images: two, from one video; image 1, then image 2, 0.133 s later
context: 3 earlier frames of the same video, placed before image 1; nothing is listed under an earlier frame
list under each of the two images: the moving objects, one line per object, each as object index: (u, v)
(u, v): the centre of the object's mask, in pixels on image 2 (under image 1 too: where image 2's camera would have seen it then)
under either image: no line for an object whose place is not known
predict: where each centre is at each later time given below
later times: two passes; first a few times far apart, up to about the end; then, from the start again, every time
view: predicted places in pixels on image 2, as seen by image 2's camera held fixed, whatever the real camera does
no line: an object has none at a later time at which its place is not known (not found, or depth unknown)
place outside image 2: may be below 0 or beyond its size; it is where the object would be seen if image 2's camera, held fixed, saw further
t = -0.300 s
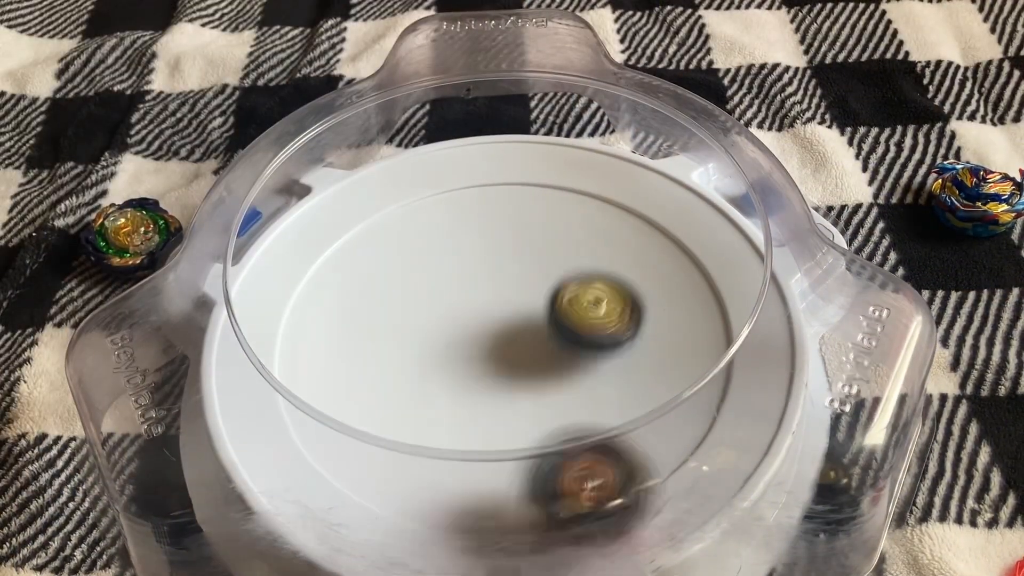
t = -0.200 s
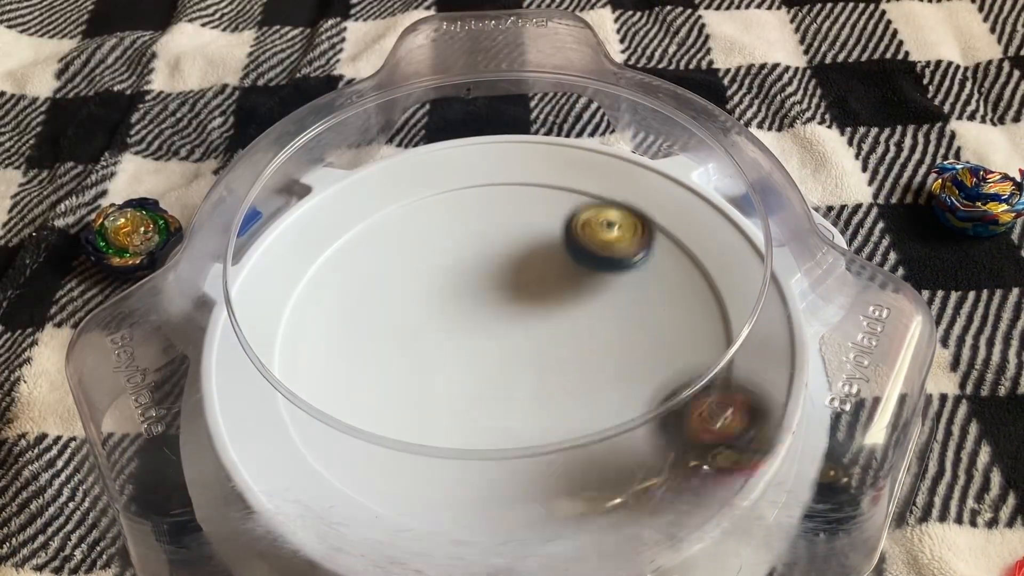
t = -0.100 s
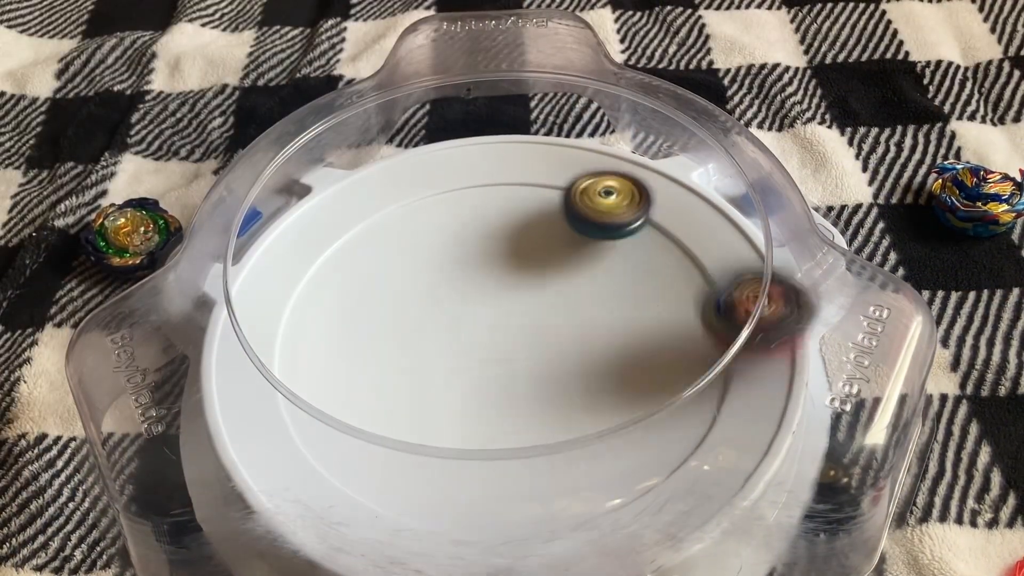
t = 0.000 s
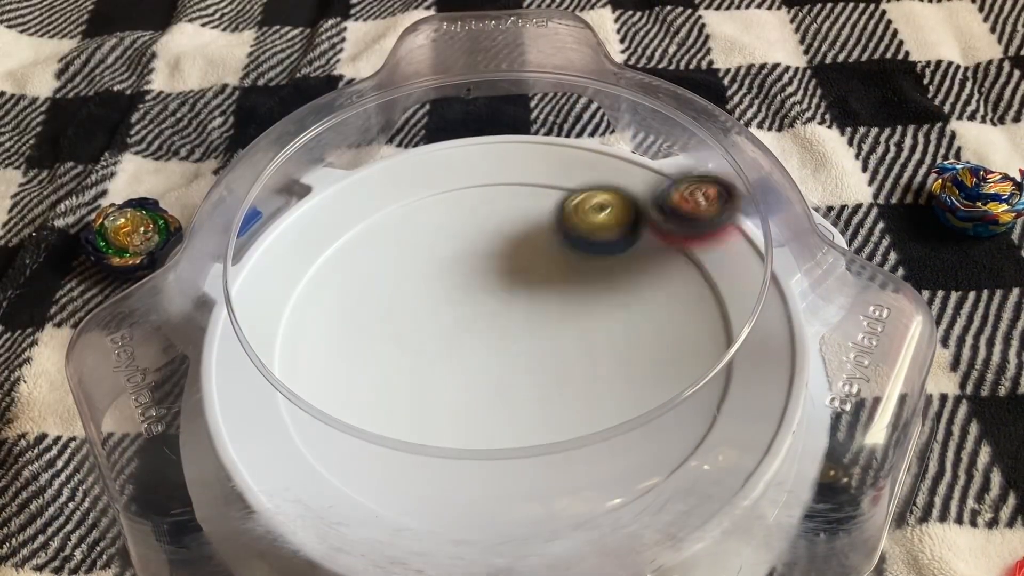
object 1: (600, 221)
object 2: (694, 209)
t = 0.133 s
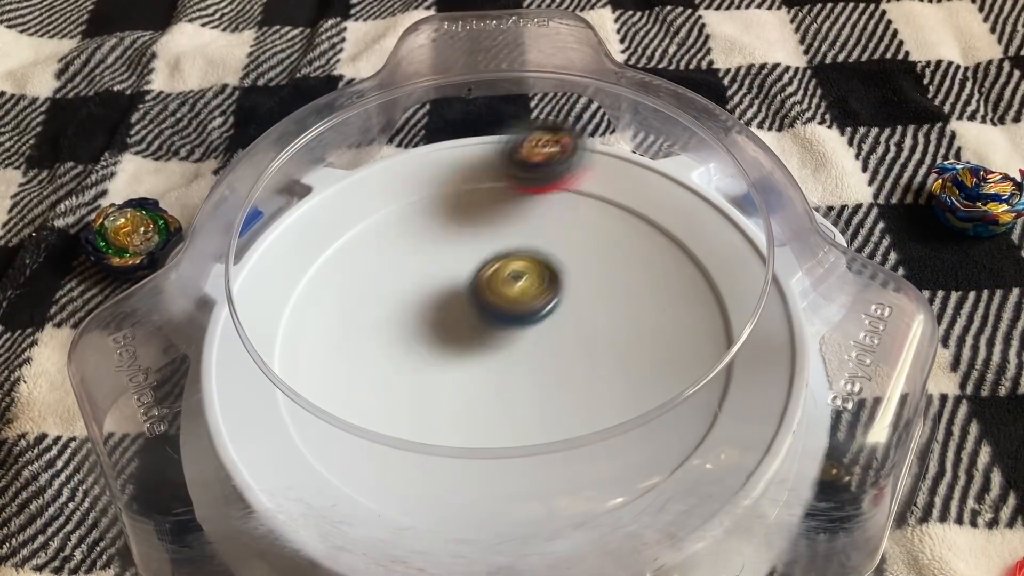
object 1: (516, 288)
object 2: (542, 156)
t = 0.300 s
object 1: (422, 377)
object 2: (300, 266)
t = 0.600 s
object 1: (627, 299)
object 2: (452, 458)
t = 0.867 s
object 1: (540, 232)
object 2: (483, 428)
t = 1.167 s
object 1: (477, 143)
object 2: (382, 509)
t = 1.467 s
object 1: (533, 147)
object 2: (534, 441)
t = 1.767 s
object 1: (539, 213)
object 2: (394, 286)
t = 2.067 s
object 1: (495, 292)
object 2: (380, 447)
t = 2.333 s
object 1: (439, 329)
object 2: (592, 292)
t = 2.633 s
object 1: (401, 352)
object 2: (378, 208)
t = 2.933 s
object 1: (492, 399)
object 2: (365, 413)
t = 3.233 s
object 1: (773, 317)
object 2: (498, 343)
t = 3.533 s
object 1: (737, 363)
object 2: (338, 257)
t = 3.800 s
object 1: (561, 379)
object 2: (429, 391)
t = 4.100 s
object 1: (651, 282)
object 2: (384, 372)
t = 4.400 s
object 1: (587, 274)
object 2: (418, 295)
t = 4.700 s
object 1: (521, 247)
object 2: (413, 315)
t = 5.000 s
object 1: (505, 235)
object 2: (578, 318)
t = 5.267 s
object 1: (429, 259)
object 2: (531, 227)
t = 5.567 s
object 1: (357, 326)
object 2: (565, 313)
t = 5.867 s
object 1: (375, 381)
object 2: (620, 280)
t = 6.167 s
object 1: (431, 433)
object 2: (517, 366)
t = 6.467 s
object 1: (510, 415)
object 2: (545, 311)
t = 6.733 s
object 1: (586, 367)
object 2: (424, 375)
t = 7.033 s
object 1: (626, 293)
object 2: (549, 380)
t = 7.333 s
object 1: (604, 246)
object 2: (440, 377)
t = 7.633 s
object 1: (506, 259)
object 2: (473, 370)
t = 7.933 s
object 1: (407, 235)
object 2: (496, 353)
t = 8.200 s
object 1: (386, 294)
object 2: (487, 317)
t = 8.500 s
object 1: (371, 383)
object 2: (510, 320)
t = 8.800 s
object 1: (470, 433)
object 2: (514, 319)
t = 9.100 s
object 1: (579, 409)
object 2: (506, 342)
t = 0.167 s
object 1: (495, 309)
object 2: (490, 157)
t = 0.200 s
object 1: (474, 328)
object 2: (438, 172)
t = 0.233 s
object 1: (455, 346)
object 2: (383, 188)
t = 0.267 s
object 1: (438, 362)
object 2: (337, 223)
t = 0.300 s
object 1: (422, 377)
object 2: (300, 266)
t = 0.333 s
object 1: (409, 390)
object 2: (286, 321)
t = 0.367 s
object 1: (401, 396)
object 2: (294, 372)
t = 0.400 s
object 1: (433, 402)
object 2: (290, 429)
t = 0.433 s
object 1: (465, 399)
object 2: (309, 485)
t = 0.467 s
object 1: (496, 395)
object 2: (355, 488)
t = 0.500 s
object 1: (523, 391)
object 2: (399, 471)
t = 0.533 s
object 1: (546, 382)
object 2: (450, 452)
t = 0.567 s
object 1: (573, 361)
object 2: (468, 442)
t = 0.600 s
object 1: (627, 299)
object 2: (452, 458)
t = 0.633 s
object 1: (671, 240)
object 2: (444, 468)
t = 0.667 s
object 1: (694, 186)
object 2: (441, 478)
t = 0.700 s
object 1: (674, 174)
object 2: (446, 481)
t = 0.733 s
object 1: (650, 177)
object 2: (455, 482)
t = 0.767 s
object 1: (625, 194)
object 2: (464, 478)
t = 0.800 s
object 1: (596, 204)
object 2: (474, 466)
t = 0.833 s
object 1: (568, 216)
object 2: (481, 449)
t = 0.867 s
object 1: (540, 232)
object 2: (483, 428)
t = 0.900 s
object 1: (513, 247)
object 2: (477, 409)
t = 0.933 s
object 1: (490, 262)
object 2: (466, 390)
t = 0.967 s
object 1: (467, 278)
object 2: (452, 370)
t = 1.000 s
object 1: (454, 262)
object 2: (433, 382)
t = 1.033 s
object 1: (451, 222)
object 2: (410, 408)
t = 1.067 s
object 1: (450, 195)
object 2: (384, 447)
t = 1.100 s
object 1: (454, 165)
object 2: (373, 471)
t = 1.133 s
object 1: (467, 146)
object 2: (375, 488)
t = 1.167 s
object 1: (477, 143)
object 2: (382, 509)
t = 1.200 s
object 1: (487, 138)
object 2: (399, 509)
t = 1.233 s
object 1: (495, 131)
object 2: (416, 507)
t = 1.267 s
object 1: (503, 131)
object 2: (427, 509)
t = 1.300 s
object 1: (511, 131)
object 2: (439, 511)
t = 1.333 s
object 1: (517, 131)
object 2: (454, 506)
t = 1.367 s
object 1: (523, 132)
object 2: (470, 502)
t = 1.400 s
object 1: (527, 136)
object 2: (487, 487)
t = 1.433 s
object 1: (531, 141)
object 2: (513, 467)
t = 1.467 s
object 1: (533, 147)
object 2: (534, 441)
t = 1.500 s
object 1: (535, 153)
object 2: (543, 409)
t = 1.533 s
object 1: (536, 163)
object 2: (547, 380)
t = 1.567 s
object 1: (537, 179)
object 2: (544, 350)
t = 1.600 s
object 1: (537, 195)
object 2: (532, 321)
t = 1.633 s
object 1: (536, 209)
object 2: (517, 294)
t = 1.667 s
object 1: (538, 209)
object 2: (491, 288)
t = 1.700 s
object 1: (540, 208)
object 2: (461, 286)
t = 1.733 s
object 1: (540, 208)
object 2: (427, 285)
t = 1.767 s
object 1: (539, 213)
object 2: (394, 286)
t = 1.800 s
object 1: (537, 219)
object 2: (358, 289)
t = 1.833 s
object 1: (534, 226)
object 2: (327, 300)
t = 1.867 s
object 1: (530, 233)
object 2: (292, 315)
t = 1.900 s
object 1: (526, 243)
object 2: (287, 329)
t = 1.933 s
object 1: (520, 254)
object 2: (286, 355)
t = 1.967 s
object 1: (515, 265)
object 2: (301, 382)
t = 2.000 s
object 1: (508, 275)
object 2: (318, 408)
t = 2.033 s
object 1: (502, 284)
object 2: (343, 430)
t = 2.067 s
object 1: (495, 292)
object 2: (380, 447)
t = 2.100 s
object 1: (488, 299)
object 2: (423, 453)
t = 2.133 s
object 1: (482, 304)
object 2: (467, 449)
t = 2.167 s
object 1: (475, 310)
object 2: (507, 434)
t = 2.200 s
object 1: (467, 314)
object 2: (539, 409)
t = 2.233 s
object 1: (460, 319)
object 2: (564, 386)
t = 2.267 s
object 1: (452, 323)
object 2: (582, 356)
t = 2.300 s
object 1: (446, 326)
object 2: (591, 325)
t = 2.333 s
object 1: (439, 329)
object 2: (592, 292)
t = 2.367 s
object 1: (431, 332)
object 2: (583, 261)
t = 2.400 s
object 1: (426, 334)
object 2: (571, 236)
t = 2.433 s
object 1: (420, 337)
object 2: (553, 210)
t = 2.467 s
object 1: (416, 339)
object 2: (530, 191)
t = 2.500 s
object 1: (412, 341)
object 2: (501, 174)
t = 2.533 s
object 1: (409, 345)
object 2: (469, 160)
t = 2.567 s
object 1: (406, 347)
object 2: (439, 171)
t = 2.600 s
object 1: (403, 349)
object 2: (410, 194)
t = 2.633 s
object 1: (401, 352)
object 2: (378, 208)
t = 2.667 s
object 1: (400, 354)
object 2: (348, 223)
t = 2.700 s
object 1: (399, 356)
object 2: (322, 246)
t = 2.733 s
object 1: (398, 359)
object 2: (307, 276)
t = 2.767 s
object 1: (400, 362)
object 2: (304, 307)
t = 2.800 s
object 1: (419, 374)
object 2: (295, 331)
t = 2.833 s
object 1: (439, 381)
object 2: (299, 348)
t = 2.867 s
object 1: (459, 387)
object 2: (305, 374)
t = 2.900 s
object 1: (478, 394)
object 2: (328, 398)
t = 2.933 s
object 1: (492, 399)
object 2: (365, 413)
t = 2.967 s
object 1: (521, 398)
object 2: (394, 424)
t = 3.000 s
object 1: (577, 387)
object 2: (395, 435)
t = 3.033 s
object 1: (624, 373)
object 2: (408, 439)
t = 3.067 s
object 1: (664, 358)
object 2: (431, 436)
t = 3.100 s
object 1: (704, 347)
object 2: (457, 418)
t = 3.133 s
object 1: (738, 336)
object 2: (476, 409)
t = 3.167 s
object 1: (754, 327)
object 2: (489, 390)
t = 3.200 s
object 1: (765, 323)
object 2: (497, 367)
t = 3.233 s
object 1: (773, 317)
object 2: (498, 343)
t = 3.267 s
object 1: (779, 315)
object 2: (492, 318)
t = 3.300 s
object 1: (781, 317)
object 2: (482, 297)
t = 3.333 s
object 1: (780, 321)
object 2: (469, 279)
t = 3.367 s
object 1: (778, 326)
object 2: (452, 265)
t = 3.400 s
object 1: (772, 332)
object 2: (431, 257)
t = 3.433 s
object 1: (765, 340)
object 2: (409, 250)
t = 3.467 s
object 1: (757, 348)
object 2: (386, 248)
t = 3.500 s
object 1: (748, 356)
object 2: (362, 250)
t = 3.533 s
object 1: (737, 363)
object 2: (338, 257)
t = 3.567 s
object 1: (723, 370)
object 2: (318, 270)
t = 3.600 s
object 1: (705, 378)
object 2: (304, 288)
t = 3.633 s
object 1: (683, 387)
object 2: (300, 309)
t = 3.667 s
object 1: (659, 386)
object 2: (307, 332)
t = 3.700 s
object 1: (633, 384)
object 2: (327, 354)
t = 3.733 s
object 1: (610, 388)
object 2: (356, 373)
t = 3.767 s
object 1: (585, 385)
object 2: (389, 385)
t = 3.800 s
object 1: (561, 379)
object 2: (429, 391)
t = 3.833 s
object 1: (573, 368)
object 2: (428, 387)
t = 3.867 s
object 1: (597, 347)
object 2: (413, 390)
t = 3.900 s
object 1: (618, 334)
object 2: (401, 385)
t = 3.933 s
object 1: (632, 319)
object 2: (392, 383)
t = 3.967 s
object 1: (641, 306)
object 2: (386, 380)
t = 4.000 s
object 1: (647, 298)
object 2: (381, 378)
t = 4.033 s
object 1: (651, 292)
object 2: (379, 376)
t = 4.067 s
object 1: (652, 286)
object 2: (380, 375)
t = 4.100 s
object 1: (651, 282)
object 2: (384, 372)
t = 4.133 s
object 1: (648, 280)
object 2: (389, 368)
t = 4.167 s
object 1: (645, 278)
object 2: (396, 362)
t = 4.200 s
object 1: (639, 276)
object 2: (404, 353)
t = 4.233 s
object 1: (633, 276)
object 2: (410, 343)
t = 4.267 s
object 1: (625, 275)
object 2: (415, 333)
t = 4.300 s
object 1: (617, 274)
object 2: (418, 322)
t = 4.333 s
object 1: (607, 275)
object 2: (419, 312)
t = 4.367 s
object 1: (598, 275)
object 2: (419, 303)
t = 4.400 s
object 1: (587, 274)
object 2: (418, 295)
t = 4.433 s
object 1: (578, 274)
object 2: (417, 288)
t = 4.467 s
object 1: (567, 274)
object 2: (415, 283)
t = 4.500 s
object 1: (557, 273)
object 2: (412, 280)
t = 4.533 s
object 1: (546, 271)
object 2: (408, 280)
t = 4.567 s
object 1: (537, 270)
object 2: (407, 280)
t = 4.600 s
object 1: (528, 267)
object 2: (409, 285)
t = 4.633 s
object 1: (519, 265)
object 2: (415, 290)
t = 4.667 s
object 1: (512, 261)
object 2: (422, 295)
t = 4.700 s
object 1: (521, 247)
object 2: (413, 315)
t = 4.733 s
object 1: (529, 234)
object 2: (414, 332)
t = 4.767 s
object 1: (533, 226)
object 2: (424, 348)
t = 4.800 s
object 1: (533, 223)
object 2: (443, 360)
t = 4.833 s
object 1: (532, 223)
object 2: (467, 369)
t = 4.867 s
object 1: (527, 223)
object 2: (493, 370)
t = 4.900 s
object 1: (522, 225)
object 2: (520, 364)
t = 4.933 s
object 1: (517, 227)
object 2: (545, 352)
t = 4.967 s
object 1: (511, 231)
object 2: (565, 336)
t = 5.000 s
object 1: (505, 235)
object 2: (578, 318)
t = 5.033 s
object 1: (498, 239)
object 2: (583, 297)
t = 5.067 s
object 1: (491, 244)
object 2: (580, 276)
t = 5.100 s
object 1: (477, 249)
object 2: (581, 261)
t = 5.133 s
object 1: (464, 247)
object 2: (580, 248)
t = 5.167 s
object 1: (453, 249)
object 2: (575, 237)
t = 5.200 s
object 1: (444, 253)
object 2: (565, 229)
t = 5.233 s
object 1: (436, 256)
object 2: (549, 225)
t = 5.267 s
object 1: (429, 259)
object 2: (531, 227)
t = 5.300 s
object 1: (415, 271)
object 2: (519, 230)
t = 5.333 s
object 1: (402, 275)
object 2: (513, 236)
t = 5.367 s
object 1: (392, 284)
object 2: (511, 244)
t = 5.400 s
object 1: (383, 294)
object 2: (514, 255)
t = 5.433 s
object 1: (375, 300)
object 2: (518, 267)
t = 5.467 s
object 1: (370, 306)
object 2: (526, 280)
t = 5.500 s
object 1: (365, 314)
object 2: (536, 293)
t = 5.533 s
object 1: (360, 320)
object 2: (550, 305)
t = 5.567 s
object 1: (357, 326)
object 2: (565, 313)
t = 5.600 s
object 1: (354, 333)
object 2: (584, 318)
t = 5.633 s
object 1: (354, 339)
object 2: (601, 318)
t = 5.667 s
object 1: (354, 345)
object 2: (617, 317)
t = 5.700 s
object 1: (354, 351)
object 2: (631, 313)
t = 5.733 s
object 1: (357, 358)
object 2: (641, 307)
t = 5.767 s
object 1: (361, 363)
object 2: (645, 299)
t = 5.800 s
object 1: (365, 369)
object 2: (644, 291)
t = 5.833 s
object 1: (369, 375)
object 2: (635, 284)
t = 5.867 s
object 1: (375, 381)
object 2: (620, 280)
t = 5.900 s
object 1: (382, 385)
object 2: (600, 280)
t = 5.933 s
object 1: (388, 390)
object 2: (578, 285)
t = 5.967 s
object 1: (396, 394)
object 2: (556, 296)
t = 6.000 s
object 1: (405, 399)
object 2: (536, 310)
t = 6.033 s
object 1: (414, 402)
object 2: (519, 326)
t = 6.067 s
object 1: (421, 407)
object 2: (505, 345)
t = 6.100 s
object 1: (422, 414)
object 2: (505, 354)
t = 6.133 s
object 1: (426, 417)
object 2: (509, 360)
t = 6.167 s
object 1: (431, 433)
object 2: (517, 366)
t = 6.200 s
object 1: (435, 437)
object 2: (529, 369)
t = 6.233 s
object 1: (442, 436)
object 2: (541, 370)
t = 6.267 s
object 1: (450, 436)
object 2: (554, 369)
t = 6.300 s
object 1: (459, 434)
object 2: (565, 363)
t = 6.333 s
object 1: (467, 423)
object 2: (571, 353)
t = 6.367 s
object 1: (477, 422)
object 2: (573, 342)
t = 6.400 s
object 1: (487, 421)
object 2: (569, 330)
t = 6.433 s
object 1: (497, 419)
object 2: (559, 319)
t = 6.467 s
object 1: (510, 415)
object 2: (545, 311)
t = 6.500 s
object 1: (520, 411)
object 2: (525, 305)
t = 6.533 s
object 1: (531, 406)
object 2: (503, 304)
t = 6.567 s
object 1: (541, 401)
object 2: (482, 309)
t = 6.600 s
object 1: (551, 395)
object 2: (461, 317)
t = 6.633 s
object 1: (561, 388)
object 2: (445, 329)
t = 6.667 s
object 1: (570, 381)
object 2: (432, 342)
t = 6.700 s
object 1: (579, 374)
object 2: (425, 358)
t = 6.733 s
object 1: (586, 367)
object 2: (424, 375)
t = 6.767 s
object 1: (593, 361)
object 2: (429, 391)
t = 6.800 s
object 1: (598, 353)
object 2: (441, 402)
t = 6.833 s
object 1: (604, 347)
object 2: (460, 409)
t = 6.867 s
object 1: (609, 340)
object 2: (483, 412)
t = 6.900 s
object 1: (612, 334)
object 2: (505, 410)
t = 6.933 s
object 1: (614, 327)
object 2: (527, 404)
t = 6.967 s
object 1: (617, 320)
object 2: (546, 389)
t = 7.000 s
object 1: (622, 310)
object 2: (553, 381)
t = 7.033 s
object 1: (626, 293)
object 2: (549, 380)
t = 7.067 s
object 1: (629, 282)
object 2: (542, 375)
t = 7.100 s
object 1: (630, 272)
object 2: (533, 371)
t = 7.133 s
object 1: (631, 263)
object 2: (521, 370)
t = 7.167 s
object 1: (629, 258)
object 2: (508, 369)
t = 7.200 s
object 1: (626, 254)
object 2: (493, 367)
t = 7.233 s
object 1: (623, 250)
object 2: (478, 367)
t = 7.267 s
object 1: (618, 248)
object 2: (464, 368)
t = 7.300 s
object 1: (611, 246)
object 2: (451, 372)
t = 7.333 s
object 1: (604, 246)
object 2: (440, 377)
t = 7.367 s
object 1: (595, 246)
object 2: (432, 383)
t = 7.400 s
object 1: (586, 247)
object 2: (428, 389)
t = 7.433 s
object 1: (577, 248)
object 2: (429, 394)
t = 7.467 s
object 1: (566, 249)
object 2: (435, 397)
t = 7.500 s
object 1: (555, 251)
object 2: (441, 398)
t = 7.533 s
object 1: (544, 252)
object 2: (449, 396)
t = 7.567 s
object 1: (532, 254)
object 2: (459, 390)
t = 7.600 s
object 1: (519, 256)
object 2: (467, 382)
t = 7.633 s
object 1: (506, 259)
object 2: (473, 370)
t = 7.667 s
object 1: (493, 261)
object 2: (478, 357)
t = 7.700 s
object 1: (482, 261)
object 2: (477, 341)
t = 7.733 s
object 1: (468, 254)
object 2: (477, 342)
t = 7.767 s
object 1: (453, 243)
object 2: (477, 347)
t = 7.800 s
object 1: (439, 237)
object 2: (478, 351)
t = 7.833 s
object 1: (428, 235)
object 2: (481, 353)
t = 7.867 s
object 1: (420, 232)
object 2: (487, 355)
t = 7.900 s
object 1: (413, 232)
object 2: (491, 355)
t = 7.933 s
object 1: (407, 235)
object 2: (496, 353)
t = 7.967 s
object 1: (402, 238)
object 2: (501, 350)
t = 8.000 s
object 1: (398, 243)
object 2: (504, 345)
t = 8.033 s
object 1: (394, 249)
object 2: (506, 340)
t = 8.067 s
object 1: (392, 257)
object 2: (507, 334)
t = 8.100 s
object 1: (390, 265)
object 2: (505, 328)
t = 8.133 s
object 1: (388, 273)
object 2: (501, 323)
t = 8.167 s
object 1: (387, 283)
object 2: (495, 318)
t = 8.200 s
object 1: (386, 294)
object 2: (487, 317)
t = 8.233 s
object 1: (380, 304)
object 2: (484, 317)
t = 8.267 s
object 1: (371, 315)
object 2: (485, 319)
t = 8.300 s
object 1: (365, 324)
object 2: (488, 319)
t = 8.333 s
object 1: (361, 333)
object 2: (492, 319)
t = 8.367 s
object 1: (359, 344)
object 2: (495, 321)
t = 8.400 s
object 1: (359, 354)
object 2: (499, 322)
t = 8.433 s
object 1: (362, 363)
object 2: (504, 322)
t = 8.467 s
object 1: (366, 373)
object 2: (507, 321)
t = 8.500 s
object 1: (371, 383)
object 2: (510, 320)
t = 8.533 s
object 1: (378, 390)
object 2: (512, 319)
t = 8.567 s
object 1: (386, 397)
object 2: (515, 317)
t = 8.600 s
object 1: (395, 403)
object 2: (516, 317)
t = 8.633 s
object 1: (406, 408)
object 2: (517, 317)
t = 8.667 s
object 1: (418, 413)
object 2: (517, 317)
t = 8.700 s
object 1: (429, 417)
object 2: (517, 317)
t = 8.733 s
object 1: (441, 421)
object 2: (516, 317)
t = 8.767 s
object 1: (455, 432)
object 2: (515, 317)
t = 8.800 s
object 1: (470, 433)
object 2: (514, 319)
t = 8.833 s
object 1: (484, 436)
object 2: (513, 321)
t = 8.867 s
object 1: (497, 435)
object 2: (511, 322)
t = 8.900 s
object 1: (511, 434)
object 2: (509, 324)
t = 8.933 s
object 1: (524, 432)
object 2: (507, 327)
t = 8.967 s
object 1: (536, 431)
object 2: (505, 329)
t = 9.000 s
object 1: (546, 420)
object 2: (505, 332)
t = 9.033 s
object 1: (558, 417)
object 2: (504, 337)
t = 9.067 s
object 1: (568, 413)
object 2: (504, 340)
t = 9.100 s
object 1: (579, 409)
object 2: (506, 342)
